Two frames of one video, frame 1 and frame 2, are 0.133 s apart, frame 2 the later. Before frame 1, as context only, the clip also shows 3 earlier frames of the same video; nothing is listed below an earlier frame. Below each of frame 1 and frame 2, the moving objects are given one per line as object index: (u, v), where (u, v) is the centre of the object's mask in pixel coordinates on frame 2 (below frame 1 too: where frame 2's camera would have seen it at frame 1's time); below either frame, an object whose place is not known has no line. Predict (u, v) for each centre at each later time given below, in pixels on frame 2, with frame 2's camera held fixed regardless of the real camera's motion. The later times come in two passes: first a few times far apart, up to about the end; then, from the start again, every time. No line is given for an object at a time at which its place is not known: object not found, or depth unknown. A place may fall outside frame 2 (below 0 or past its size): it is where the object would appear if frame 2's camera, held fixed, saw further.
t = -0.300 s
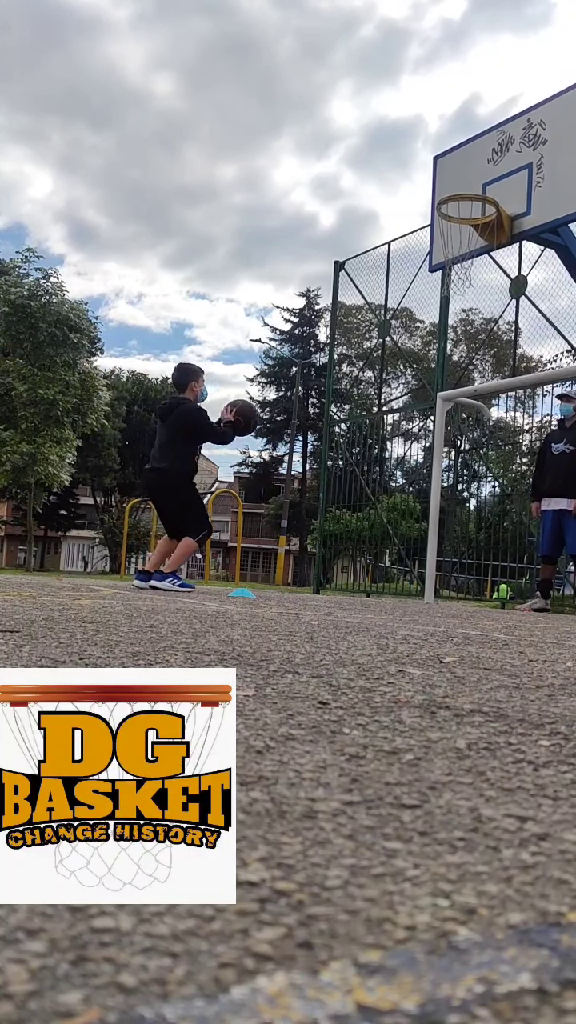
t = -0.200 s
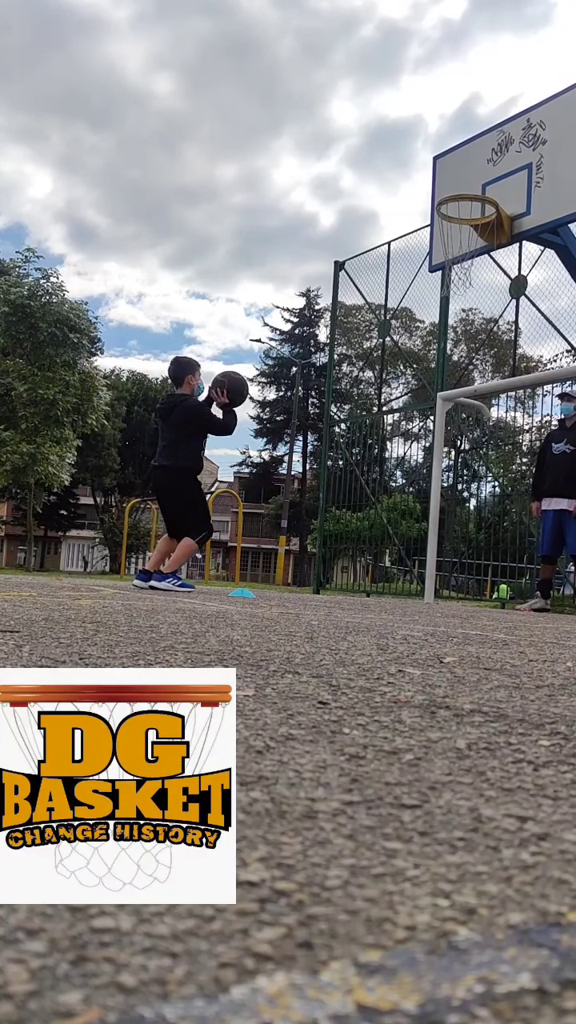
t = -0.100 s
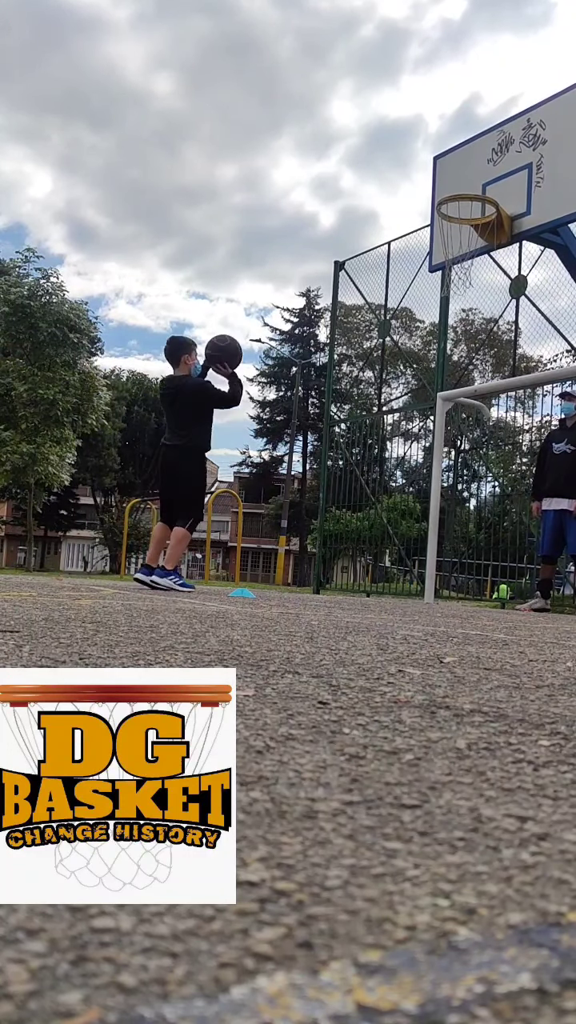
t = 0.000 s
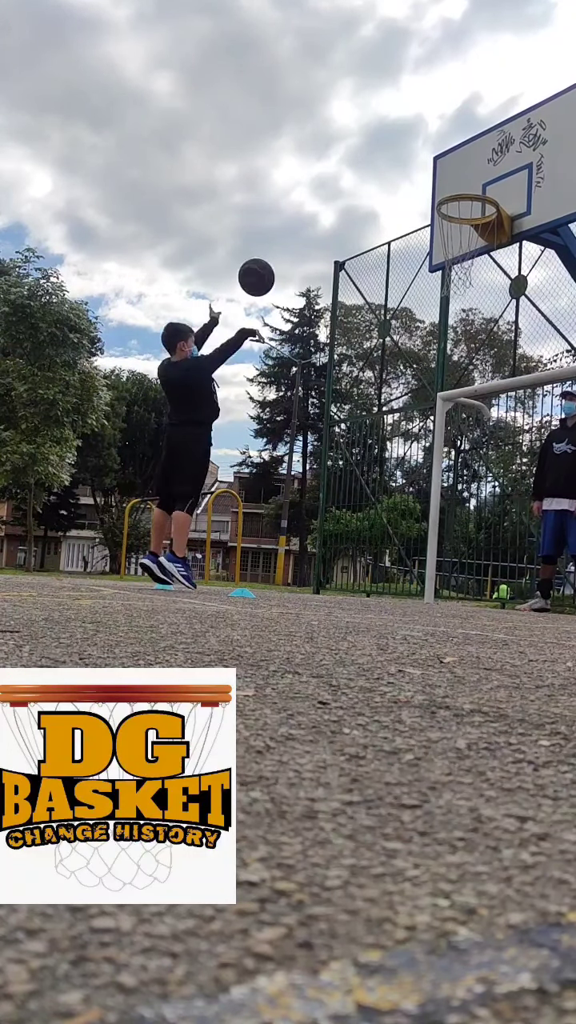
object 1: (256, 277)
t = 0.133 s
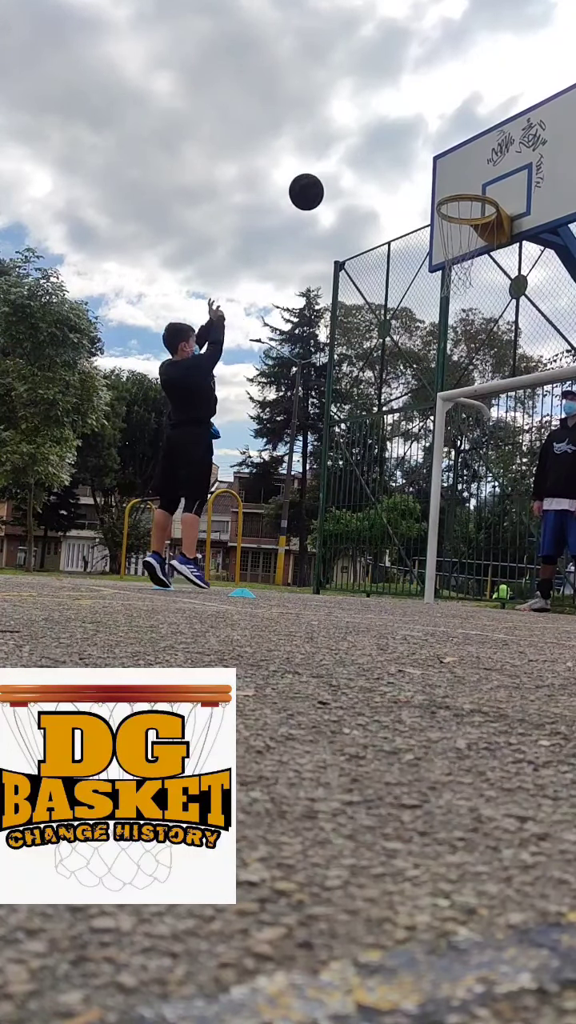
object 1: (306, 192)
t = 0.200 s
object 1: (329, 161)
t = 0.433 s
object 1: (400, 104)
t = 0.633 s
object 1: (452, 112)
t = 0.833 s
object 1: (497, 167)
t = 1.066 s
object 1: (511, 150)
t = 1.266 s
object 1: (513, 126)
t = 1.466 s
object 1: (511, 154)
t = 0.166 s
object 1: (318, 175)
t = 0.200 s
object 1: (329, 161)
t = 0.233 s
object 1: (340, 148)
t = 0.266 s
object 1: (350, 137)
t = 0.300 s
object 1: (361, 128)
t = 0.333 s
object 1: (371, 119)
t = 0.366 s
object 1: (381, 113)
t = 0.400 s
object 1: (390, 108)
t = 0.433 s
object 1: (400, 104)
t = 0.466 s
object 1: (409, 102)
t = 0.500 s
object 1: (418, 102)
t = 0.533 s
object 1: (426, 102)
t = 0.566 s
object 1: (435, 104)
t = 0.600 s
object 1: (443, 107)
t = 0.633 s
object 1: (452, 112)
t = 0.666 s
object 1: (459, 118)
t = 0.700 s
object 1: (467, 125)
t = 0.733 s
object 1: (475, 134)
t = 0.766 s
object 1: (482, 143)
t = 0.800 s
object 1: (490, 154)
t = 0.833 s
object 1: (497, 167)
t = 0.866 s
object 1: (504, 180)
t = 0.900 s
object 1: (511, 194)
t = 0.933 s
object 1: (509, 192)
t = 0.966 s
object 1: (510, 179)
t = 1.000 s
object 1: (510, 168)
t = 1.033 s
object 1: (511, 158)
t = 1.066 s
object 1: (511, 150)
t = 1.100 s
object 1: (511, 142)
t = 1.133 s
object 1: (511, 137)
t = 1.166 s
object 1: (512, 132)
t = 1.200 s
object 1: (512, 129)
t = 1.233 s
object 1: (513, 127)
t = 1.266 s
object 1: (513, 126)
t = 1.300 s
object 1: (513, 126)
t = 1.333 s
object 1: (513, 129)
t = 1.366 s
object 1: (513, 133)
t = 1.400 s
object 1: (512, 138)
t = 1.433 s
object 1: (512, 145)
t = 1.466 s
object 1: (511, 154)
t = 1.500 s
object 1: (511, 165)
